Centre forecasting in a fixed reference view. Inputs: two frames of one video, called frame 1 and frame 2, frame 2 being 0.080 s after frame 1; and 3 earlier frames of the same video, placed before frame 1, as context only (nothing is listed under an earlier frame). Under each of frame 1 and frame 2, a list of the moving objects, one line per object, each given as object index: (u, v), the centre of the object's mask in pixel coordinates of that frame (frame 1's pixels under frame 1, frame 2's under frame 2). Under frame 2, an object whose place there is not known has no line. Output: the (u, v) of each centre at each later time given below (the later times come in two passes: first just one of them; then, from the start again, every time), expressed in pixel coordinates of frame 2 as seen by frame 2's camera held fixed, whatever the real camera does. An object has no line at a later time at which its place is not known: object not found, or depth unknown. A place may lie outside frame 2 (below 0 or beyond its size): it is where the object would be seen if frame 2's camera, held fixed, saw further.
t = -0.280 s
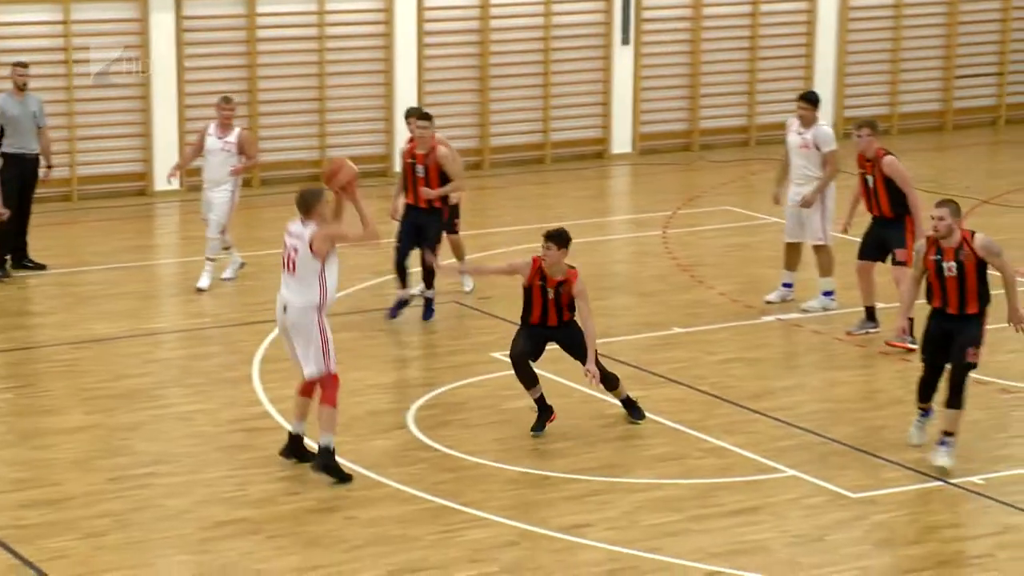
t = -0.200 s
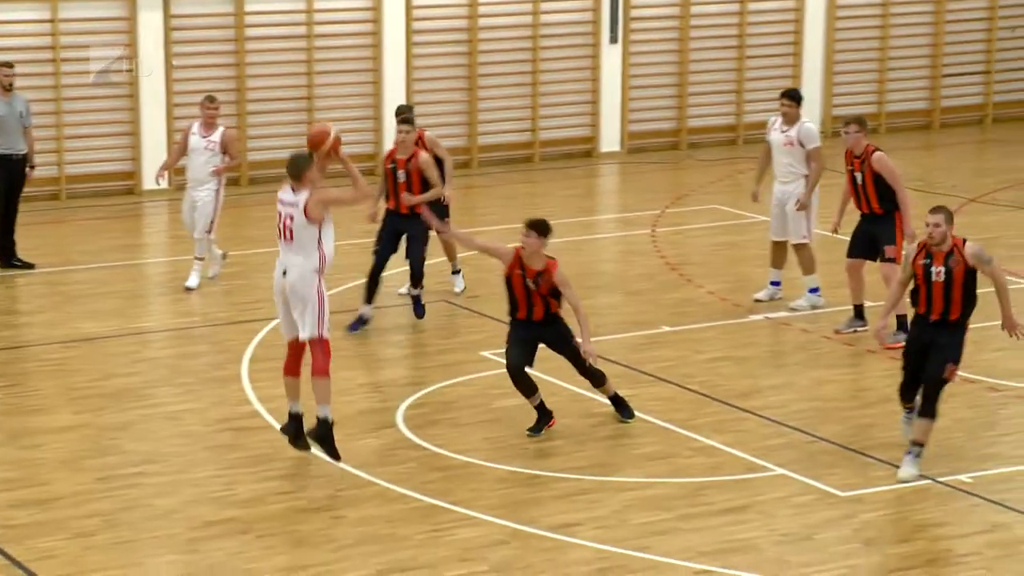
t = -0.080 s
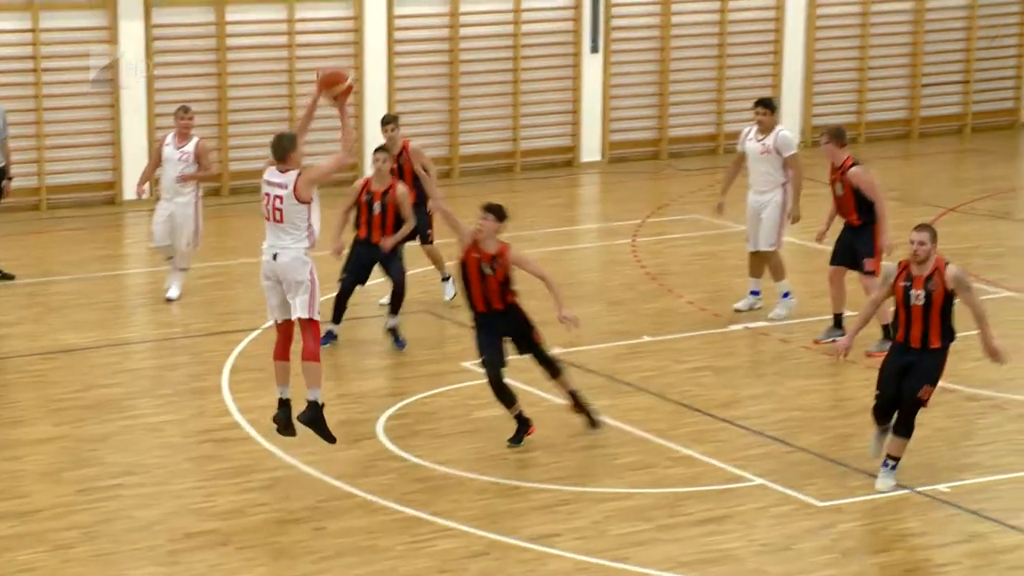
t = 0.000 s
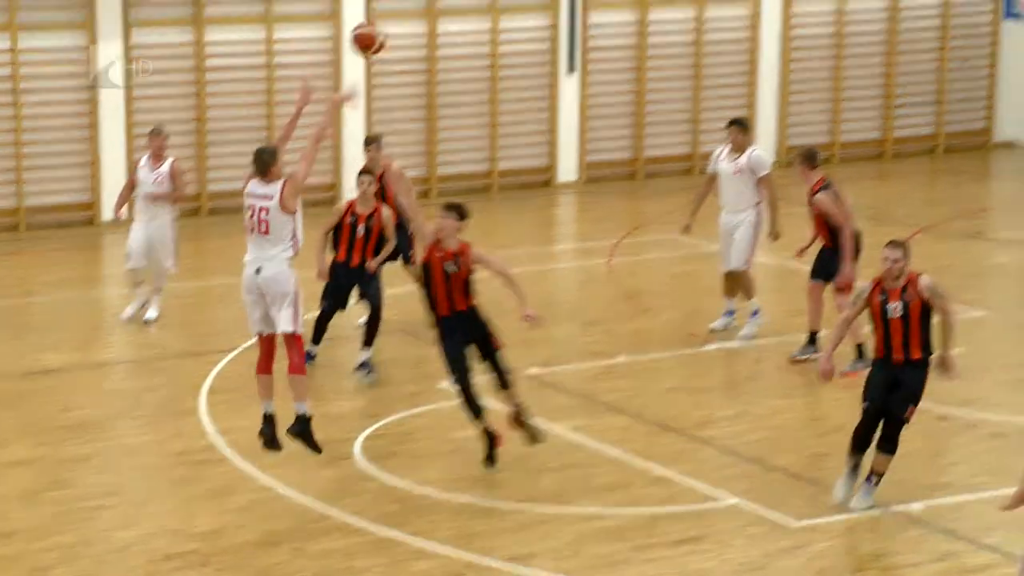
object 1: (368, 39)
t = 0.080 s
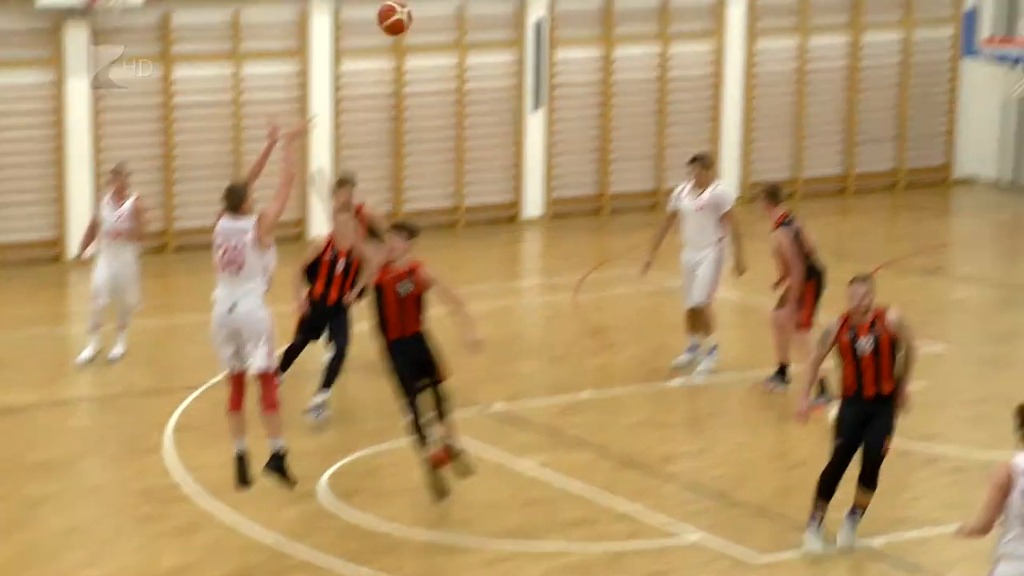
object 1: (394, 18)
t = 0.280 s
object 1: (536, -84)
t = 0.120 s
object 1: (424, -7)
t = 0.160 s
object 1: (453, -29)
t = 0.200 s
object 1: (482, -51)
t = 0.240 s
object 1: (509, -68)
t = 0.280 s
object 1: (536, -84)
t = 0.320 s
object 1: (563, -96)
